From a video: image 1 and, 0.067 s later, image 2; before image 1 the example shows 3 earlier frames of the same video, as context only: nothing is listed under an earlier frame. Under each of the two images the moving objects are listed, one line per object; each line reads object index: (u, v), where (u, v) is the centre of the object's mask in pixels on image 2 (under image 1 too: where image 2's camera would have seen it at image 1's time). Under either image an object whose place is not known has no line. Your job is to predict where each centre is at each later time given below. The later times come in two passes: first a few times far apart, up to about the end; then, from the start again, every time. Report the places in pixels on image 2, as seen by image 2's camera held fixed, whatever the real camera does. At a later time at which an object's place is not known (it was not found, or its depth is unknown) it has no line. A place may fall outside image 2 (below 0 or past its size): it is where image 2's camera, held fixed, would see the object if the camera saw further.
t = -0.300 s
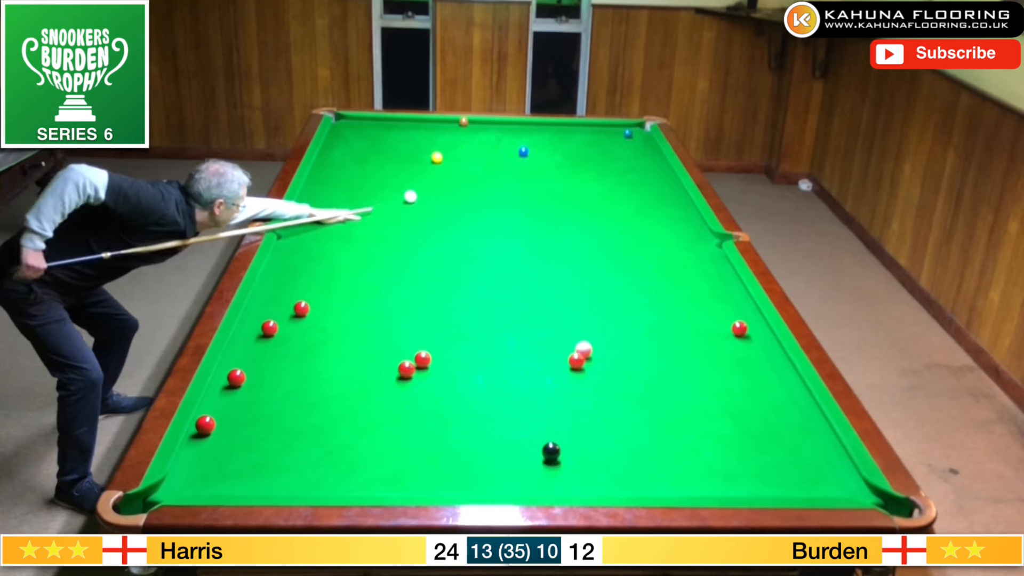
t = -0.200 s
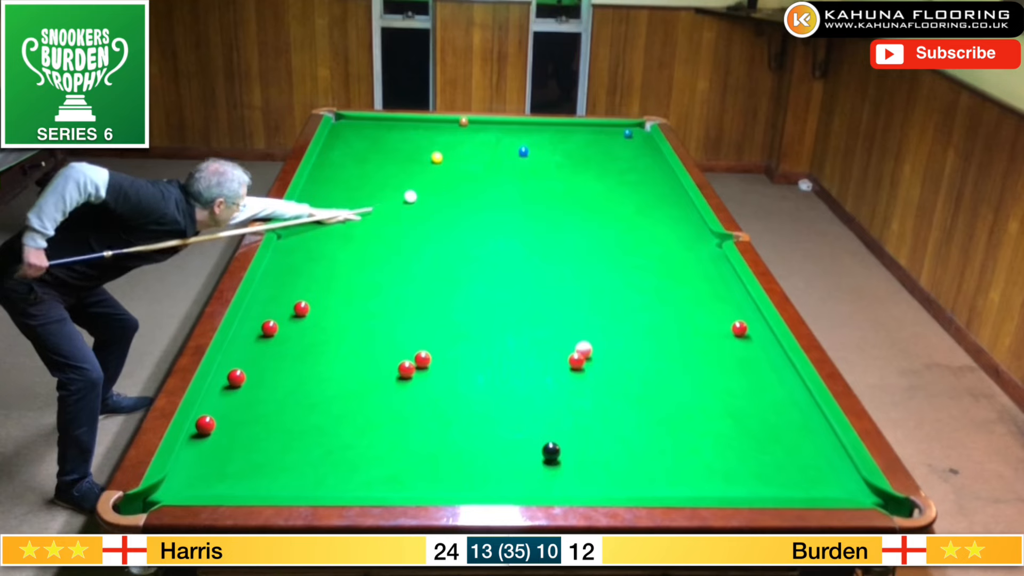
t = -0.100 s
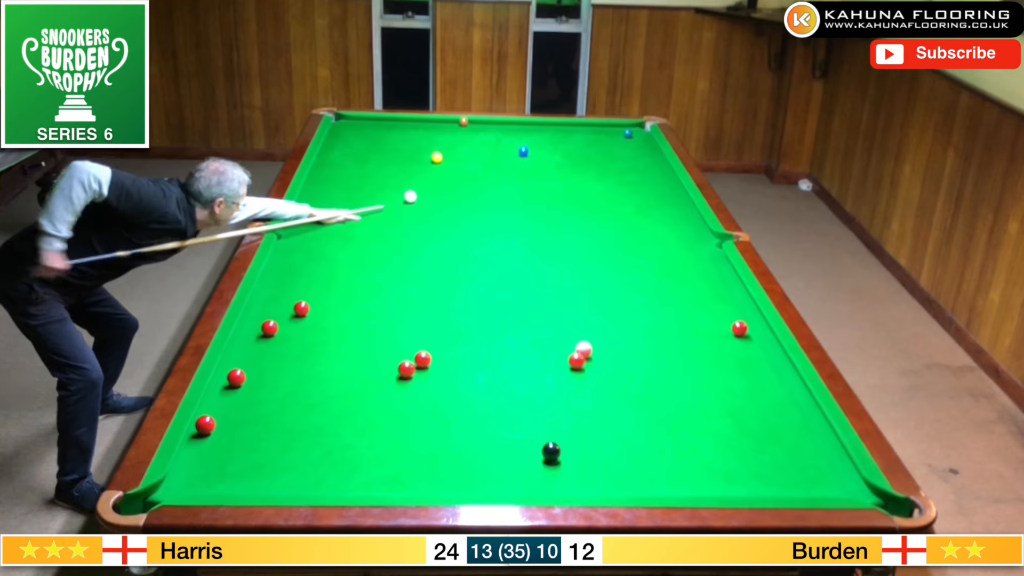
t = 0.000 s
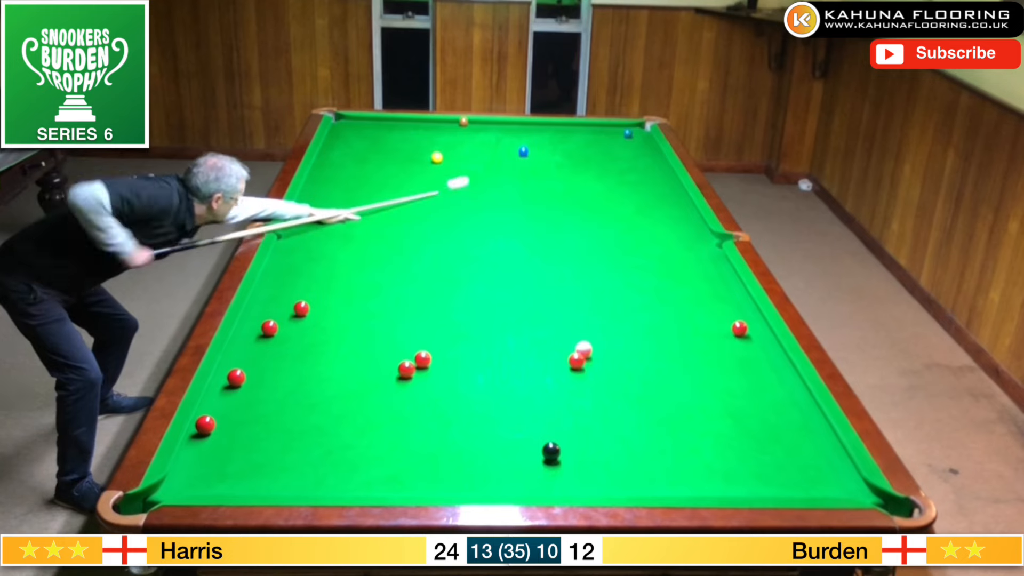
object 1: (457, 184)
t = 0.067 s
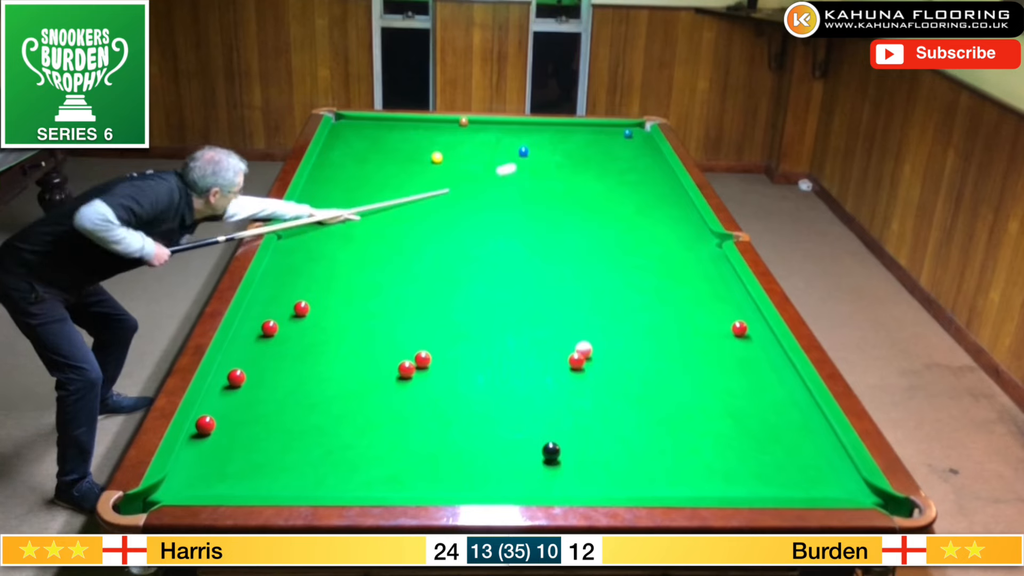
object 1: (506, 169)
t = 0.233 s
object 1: (603, 142)
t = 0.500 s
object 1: (619, 140)
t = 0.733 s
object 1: (572, 143)
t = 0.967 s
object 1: (526, 146)
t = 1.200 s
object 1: (479, 151)
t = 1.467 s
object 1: (425, 154)
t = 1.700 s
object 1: (381, 153)
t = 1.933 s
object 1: (338, 152)
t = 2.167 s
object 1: (342, 152)
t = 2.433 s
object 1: (370, 152)
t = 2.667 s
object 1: (392, 152)
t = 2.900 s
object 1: (414, 152)
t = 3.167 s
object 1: (436, 152)
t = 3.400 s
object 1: (454, 153)
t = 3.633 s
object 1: (471, 153)
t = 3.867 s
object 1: (486, 153)
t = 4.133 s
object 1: (502, 153)
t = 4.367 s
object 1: (515, 153)
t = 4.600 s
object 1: (522, 154)
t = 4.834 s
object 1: (528, 156)
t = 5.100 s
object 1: (534, 156)
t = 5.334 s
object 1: (537, 157)
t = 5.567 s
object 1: (539, 157)
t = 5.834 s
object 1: (540, 158)
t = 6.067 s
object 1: (540, 158)
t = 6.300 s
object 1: (540, 158)
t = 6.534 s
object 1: (540, 158)
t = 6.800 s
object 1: (540, 158)
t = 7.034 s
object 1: (540, 158)
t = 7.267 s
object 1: (540, 158)
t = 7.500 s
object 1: (540, 158)
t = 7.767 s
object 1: (540, 158)
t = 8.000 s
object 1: (540, 157)
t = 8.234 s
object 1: (540, 158)
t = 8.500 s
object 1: (540, 158)
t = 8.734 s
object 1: (540, 158)
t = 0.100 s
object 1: (528, 163)
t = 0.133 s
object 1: (549, 157)
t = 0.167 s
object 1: (568, 152)
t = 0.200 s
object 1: (586, 147)
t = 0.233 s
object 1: (603, 142)
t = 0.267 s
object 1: (620, 137)
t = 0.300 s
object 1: (633, 136)
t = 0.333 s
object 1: (644, 136)
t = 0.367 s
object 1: (647, 137)
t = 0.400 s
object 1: (640, 138)
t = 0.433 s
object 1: (633, 138)
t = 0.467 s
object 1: (626, 139)
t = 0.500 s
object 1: (619, 140)
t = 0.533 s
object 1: (613, 140)
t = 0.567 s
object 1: (606, 141)
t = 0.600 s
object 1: (599, 141)
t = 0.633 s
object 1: (593, 142)
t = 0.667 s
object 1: (586, 143)
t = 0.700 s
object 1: (579, 143)
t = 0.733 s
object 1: (572, 143)
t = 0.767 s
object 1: (566, 144)
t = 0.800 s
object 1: (559, 145)
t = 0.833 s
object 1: (552, 145)
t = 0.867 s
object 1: (546, 146)
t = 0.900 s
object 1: (539, 146)
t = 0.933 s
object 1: (533, 146)
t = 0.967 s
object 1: (526, 146)
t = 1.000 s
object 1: (518, 147)
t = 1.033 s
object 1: (512, 148)
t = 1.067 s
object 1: (505, 149)
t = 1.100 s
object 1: (499, 149)
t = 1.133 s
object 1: (492, 150)
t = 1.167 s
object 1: (485, 150)
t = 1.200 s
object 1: (479, 151)
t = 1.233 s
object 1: (472, 152)
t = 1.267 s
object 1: (465, 152)
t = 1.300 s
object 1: (458, 153)
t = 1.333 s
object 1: (452, 153)
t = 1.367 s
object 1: (445, 153)
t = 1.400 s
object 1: (439, 153)
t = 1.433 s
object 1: (431, 153)
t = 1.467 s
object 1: (425, 154)
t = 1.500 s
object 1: (419, 154)
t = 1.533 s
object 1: (413, 153)
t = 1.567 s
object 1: (407, 153)
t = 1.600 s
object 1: (400, 153)
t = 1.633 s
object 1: (394, 153)
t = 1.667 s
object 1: (387, 153)
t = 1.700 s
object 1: (381, 153)
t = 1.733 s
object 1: (375, 153)
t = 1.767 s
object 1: (369, 153)
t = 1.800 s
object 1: (363, 152)
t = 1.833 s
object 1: (356, 152)
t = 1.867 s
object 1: (350, 152)
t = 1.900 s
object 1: (344, 152)
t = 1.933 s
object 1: (338, 152)
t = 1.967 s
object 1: (332, 152)
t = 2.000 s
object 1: (326, 152)
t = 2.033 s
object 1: (325, 152)
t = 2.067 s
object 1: (330, 152)
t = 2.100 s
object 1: (334, 152)
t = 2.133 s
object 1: (338, 152)
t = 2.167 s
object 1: (342, 152)
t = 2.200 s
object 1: (345, 152)
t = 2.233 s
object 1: (349, 152)
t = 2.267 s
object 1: (353, 152)
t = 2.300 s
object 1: (356, 152)
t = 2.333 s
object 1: (360, 152)
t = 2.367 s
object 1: (363, 152)
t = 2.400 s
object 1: (366, 152)
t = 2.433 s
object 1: (370, 152)
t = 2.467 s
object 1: (373, 152)
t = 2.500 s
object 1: (376, 152)
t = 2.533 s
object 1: (380, 152)
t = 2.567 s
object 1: (383, 152)
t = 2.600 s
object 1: (386, 152)
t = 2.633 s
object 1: (389, 152)
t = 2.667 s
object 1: (392, 152)
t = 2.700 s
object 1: (396, 152)
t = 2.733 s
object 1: (399, 152)
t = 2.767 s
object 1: (402, 152)
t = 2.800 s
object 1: (405, 152)
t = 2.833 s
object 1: (408, 152)
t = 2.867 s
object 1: (411, 152)
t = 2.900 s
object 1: (414, 152)
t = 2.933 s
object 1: (417, 152)
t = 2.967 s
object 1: (420, 152)
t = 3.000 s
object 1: (423, 152)
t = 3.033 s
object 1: (425, 152)
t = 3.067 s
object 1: (428, 152)
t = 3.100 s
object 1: (431, 153)
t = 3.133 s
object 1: (434, 152)
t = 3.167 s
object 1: (436, 152)
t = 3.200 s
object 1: (439, 152)
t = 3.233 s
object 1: (441, 152)
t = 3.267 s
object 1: (444, 153)
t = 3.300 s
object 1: (447, 153)
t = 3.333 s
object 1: (449, 153)
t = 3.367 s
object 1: (452, 153)
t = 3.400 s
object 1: (454, 153)
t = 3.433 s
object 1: (457, 153)
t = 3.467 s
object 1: (459, 153)
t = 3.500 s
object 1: (462, 153)
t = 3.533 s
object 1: (464, 153)
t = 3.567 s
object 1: (466, 153)
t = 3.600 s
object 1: (469, 153)
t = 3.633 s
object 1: (471, 153)
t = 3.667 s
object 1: (473, 153)
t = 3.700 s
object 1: (476, 153)
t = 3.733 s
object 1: (478, 153)
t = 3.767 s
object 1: (480, 153)
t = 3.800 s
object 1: (482, 153)
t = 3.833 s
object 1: (484, 153)
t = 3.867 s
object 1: (486, 153)
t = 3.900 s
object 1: (489, 153)
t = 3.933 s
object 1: (491, 153)
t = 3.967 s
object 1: (492, 153)
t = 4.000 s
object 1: (495, 153)
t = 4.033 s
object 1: (496, 153)
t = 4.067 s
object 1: (499, 153)
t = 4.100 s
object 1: (500, 153)
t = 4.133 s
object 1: (502, 153)
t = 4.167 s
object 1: (504, 153)
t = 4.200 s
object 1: (506, 153)
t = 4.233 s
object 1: (508, 153)
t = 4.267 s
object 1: (510, 153)
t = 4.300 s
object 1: (511, 153)
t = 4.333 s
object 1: (513, 153)
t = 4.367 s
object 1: (515, 153)
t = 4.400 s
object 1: (516, 153)
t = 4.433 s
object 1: (517, 153)
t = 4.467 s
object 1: (519, 154)
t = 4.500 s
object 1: (520, 154)
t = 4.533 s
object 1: (520, 154)
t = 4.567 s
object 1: (521, 154)
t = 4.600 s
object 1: (522, 154)
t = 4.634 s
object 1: (523, 155)
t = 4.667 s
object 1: (524, 155)
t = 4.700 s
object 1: (525, 155)
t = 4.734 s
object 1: (526, 155)
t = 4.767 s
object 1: (527, 155)
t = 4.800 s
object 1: (527, 155)
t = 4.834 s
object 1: (528, 156)
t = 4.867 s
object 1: (529, 156)
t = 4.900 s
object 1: (530, 156)
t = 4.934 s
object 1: (530, 156)
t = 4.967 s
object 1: (531, 156)
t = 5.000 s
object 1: (532, 156)
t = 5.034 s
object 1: (532, 156)
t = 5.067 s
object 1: (533, 156)
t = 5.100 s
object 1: (534, 156)
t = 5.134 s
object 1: (534, 157)
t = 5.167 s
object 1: (534, 157)
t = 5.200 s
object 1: (535, 156)
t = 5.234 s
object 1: (535, 157)
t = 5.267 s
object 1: (536, 157)
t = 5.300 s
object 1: (536, 157)
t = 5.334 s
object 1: (537, 157)
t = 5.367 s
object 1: (537, 157)
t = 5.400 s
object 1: (538, 157)
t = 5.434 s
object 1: (538, 157)
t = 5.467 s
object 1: (538, 157)
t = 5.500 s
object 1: (539, 157)
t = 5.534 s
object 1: (539, 157)
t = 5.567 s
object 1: (539, 157)
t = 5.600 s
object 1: (539, 158)
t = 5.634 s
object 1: (539, 158)
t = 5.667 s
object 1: (540, 158)
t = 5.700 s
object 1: (540, 158)
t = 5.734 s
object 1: (540, 158)
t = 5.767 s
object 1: (540, 158)
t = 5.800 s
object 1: (540, 158)
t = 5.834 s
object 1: (540, 158)
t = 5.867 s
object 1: (540, 158)
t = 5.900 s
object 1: (540, 158)
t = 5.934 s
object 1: (540, 158)
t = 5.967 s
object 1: (540, 158)
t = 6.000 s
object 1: (540, 158)
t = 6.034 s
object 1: (540, 158)
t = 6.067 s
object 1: (540, 158)
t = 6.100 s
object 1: (540, 158)
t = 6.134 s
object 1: (540, 158)
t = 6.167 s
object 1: (540, 158)
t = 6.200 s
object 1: (540, 158)
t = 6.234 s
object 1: (540, 158)
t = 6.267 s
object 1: (540, 158)
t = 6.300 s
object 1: (540, 158)
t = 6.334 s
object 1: (540, 158)
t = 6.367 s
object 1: (540, 158)
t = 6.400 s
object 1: (540, 158)
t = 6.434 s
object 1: (540, 158)
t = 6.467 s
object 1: (540, 158)
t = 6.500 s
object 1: (540, 158)
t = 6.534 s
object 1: (540, 158)
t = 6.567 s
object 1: (540, 158)
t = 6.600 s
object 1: (540, 158)
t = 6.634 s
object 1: (540, 158)
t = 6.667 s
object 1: (540, 158)
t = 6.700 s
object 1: (540, 158)
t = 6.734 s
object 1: (541, 158)
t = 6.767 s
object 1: (540, 158)
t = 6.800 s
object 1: (540, 158)
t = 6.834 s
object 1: (540, 158)
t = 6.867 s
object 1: (540, 158)
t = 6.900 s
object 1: (541, 158)
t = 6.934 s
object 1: (540, 158)
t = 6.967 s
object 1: (540, 158)
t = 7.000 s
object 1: (540, 158)
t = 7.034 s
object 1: (540, 158)
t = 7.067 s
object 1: (540, 158)
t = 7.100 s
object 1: (540, 158)
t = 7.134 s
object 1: (540, 158)
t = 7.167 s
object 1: (540, 158)
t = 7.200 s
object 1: (540, 158)
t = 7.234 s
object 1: (540, 158)
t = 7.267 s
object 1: (540, 158)
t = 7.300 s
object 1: (540, 158)
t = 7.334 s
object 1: (540, 158)
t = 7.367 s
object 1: (540, 158)
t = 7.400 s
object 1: (540, 158)
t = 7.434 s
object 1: (540, 158)
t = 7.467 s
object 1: (540, 158)
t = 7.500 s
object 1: (540, 158)
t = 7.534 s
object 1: (540, 158)
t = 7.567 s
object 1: (540, 158)
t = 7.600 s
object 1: (540, 158)
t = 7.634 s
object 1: (540, 158)
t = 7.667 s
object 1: (540, 158)
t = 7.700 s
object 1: (540, 158)
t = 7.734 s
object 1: (540, 158)
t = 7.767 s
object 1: (540, 158)
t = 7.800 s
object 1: (540, 158)
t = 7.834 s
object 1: (540, 157)
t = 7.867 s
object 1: (540, 158)
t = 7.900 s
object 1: (540, 158)
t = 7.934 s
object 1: (540, 158)
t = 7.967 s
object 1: (540, 157)
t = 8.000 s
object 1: (540, 157)
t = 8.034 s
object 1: (540, 158)
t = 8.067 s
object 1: (540, 157)
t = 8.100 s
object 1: (540, 158)
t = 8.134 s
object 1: (540, 157)
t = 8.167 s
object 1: (540, 157)
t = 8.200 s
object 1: (540, 157)
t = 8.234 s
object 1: (540, 158)
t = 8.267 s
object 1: (540, 158)
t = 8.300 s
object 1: (540, 157)
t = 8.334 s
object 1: (540, 158)
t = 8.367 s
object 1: (540, 158)
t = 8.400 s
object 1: (540, 158)
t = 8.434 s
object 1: (540, 157)
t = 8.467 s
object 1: (540, 158)
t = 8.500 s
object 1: (540, 158)
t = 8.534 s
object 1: (540, 158)
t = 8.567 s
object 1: (540, 158)
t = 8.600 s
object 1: (540, 158)
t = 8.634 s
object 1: (540, 158)
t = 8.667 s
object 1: (540, 158)
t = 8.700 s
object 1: (540, 158)
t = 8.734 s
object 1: (540, 158)
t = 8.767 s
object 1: (540, 158)
